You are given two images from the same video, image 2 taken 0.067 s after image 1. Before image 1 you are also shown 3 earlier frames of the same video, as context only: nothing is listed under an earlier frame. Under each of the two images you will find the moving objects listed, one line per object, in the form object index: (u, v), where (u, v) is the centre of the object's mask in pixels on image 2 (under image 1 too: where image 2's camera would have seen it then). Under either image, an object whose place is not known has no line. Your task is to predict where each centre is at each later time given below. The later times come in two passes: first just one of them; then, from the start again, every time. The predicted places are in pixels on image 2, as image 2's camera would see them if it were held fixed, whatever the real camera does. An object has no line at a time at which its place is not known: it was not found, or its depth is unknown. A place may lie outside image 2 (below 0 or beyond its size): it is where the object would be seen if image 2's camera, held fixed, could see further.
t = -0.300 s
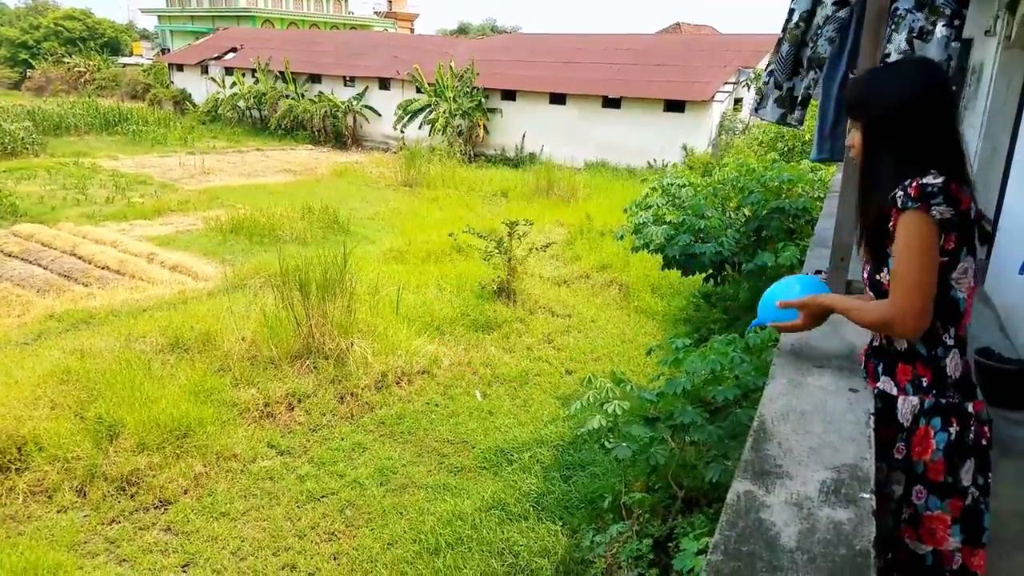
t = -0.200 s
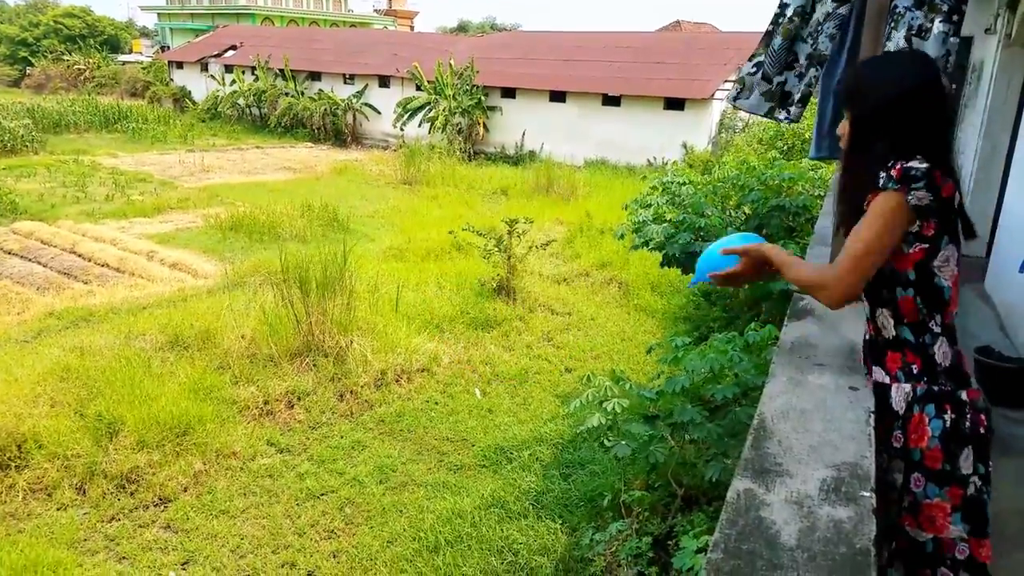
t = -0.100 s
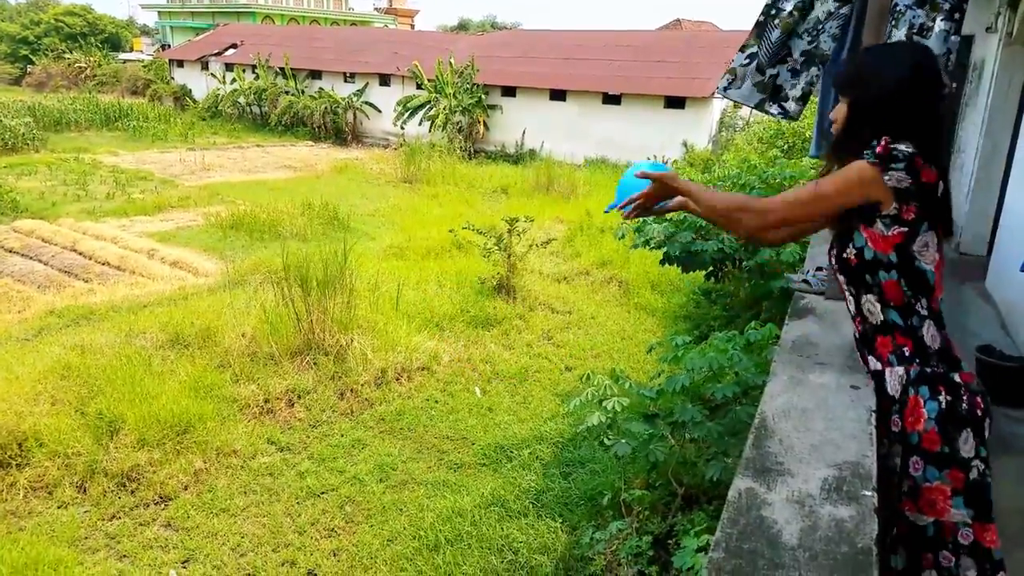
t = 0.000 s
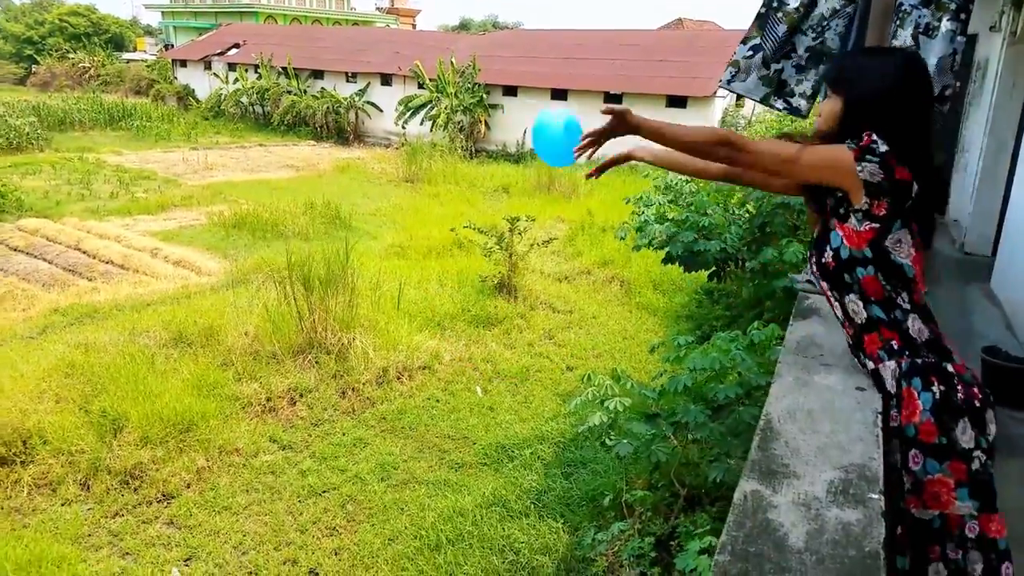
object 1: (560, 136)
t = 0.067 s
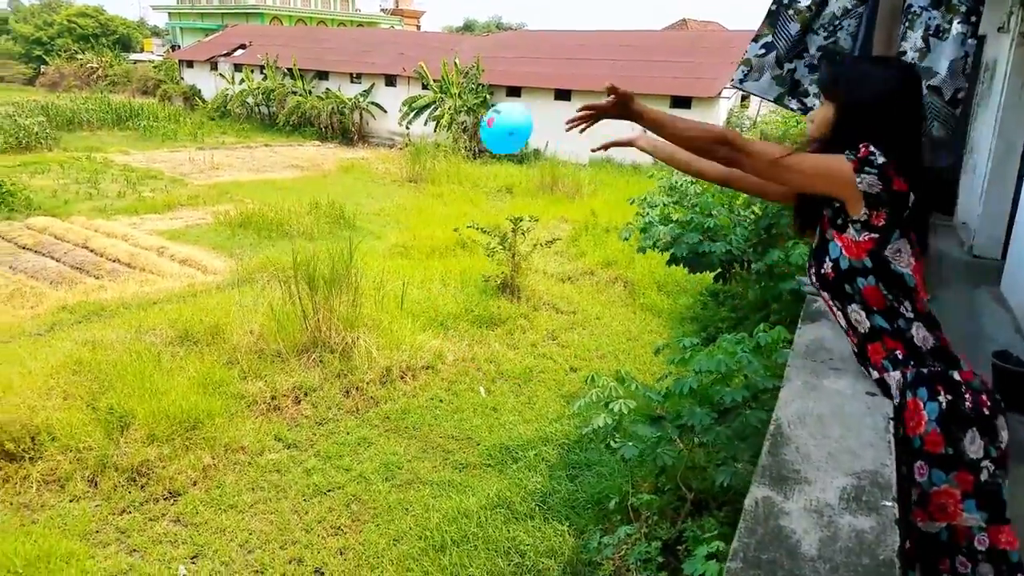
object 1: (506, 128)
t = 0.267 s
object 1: (363, 190)
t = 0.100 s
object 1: (478, 129)
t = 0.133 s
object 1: (453, 134)
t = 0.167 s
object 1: (428, 143)
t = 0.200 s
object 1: (404, 156)
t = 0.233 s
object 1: (380, 173)
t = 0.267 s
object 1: (363, 190)
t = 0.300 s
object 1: (342, 211)
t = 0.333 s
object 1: (324, 234)
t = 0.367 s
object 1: (308, 259)
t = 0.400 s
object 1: (293, 285)
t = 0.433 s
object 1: (279, 313)
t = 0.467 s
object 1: (265, 342)
